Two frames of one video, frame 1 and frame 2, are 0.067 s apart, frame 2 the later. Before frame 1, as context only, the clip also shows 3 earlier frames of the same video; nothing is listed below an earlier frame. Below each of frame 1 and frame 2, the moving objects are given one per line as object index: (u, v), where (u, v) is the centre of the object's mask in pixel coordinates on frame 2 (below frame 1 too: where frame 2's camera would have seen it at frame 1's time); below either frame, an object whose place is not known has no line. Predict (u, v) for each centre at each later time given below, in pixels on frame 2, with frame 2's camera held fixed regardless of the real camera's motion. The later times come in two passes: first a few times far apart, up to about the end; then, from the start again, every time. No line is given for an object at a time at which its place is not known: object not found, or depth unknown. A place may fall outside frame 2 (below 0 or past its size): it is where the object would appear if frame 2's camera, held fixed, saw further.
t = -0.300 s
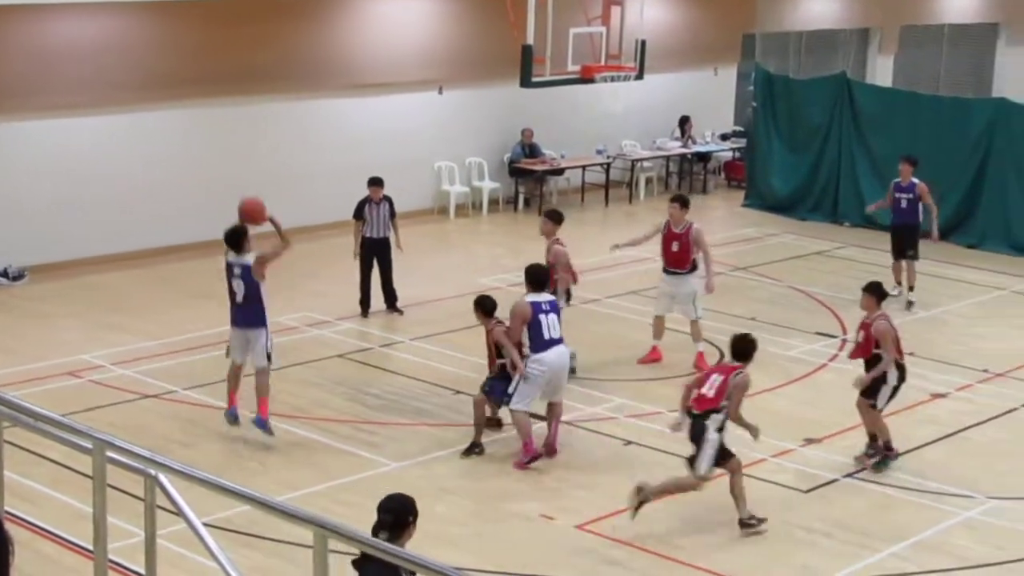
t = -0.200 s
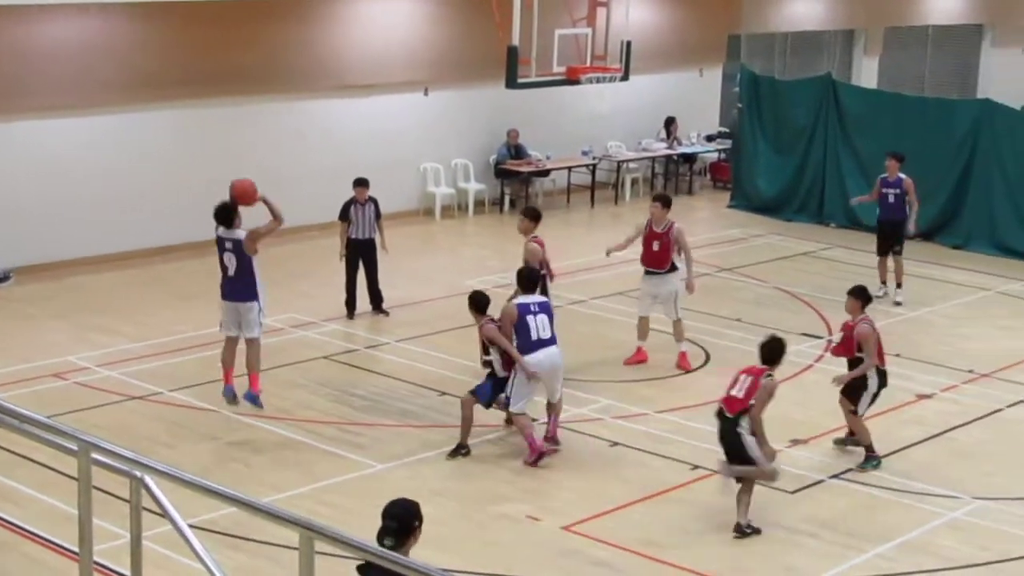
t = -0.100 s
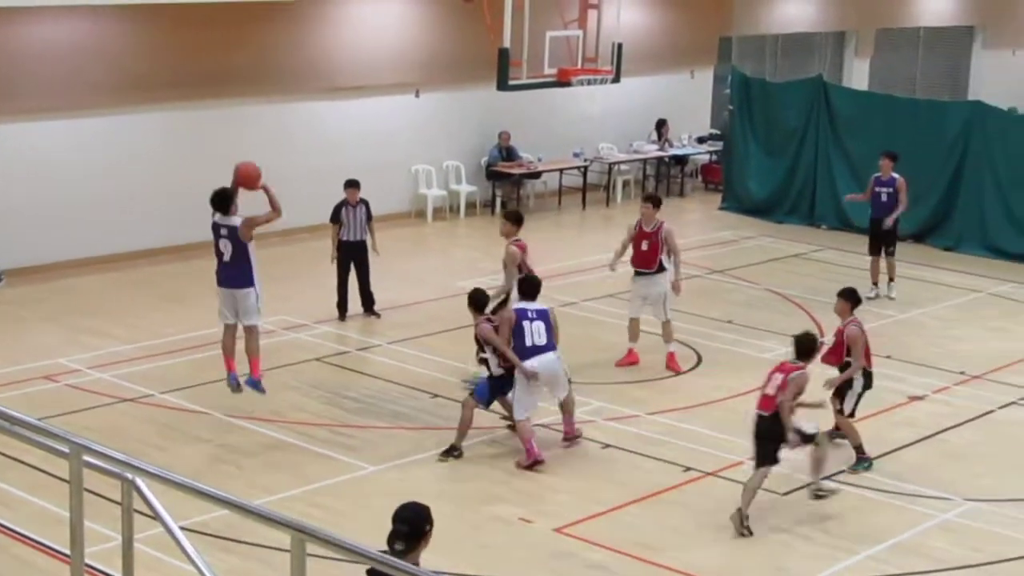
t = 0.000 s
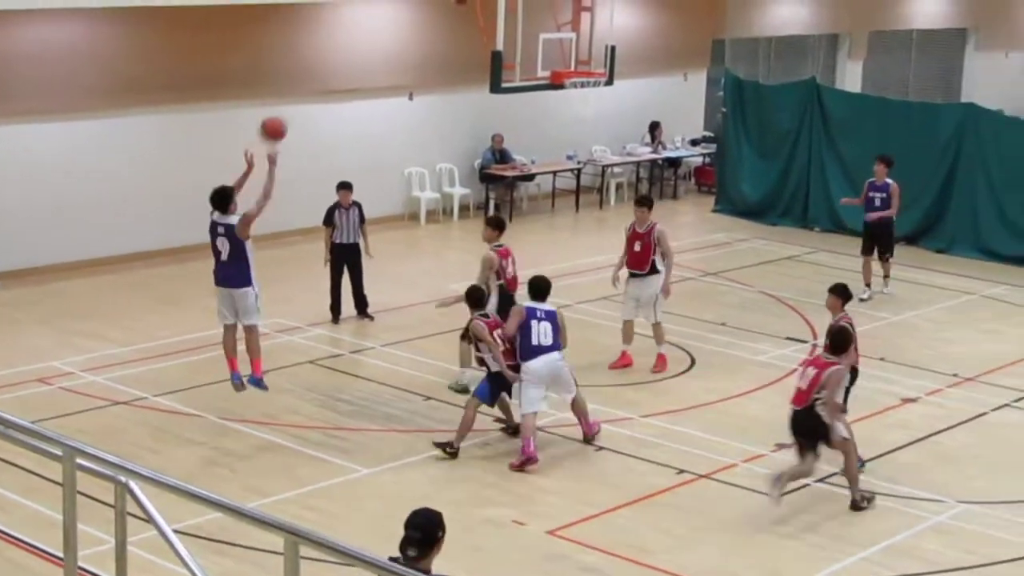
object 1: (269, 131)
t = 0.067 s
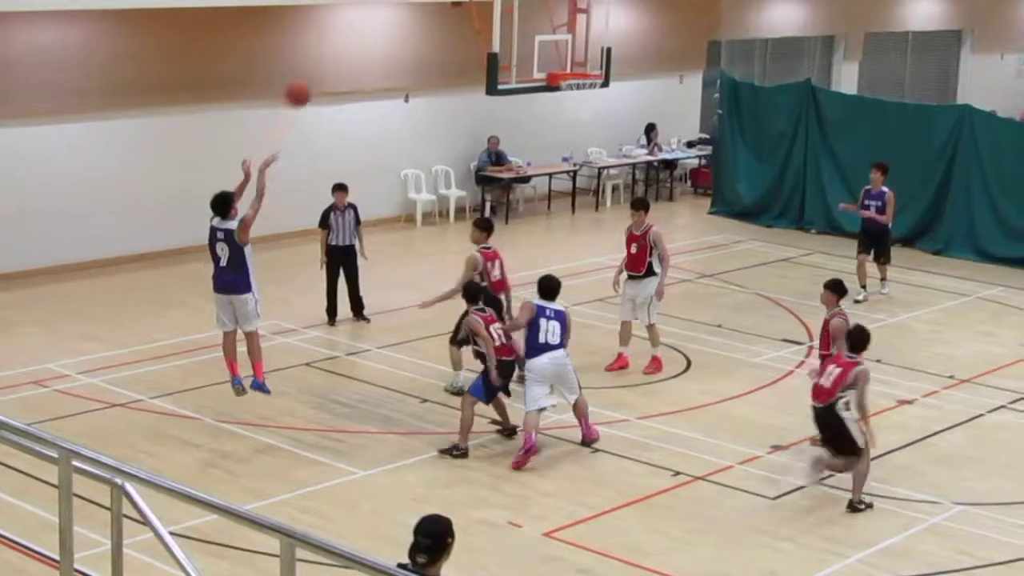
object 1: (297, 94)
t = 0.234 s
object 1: (367, 24)
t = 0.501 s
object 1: (465, -10)
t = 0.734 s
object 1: (535, 7)
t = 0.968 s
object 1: (587, 62)
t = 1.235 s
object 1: (543, 14)
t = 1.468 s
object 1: (500, 27)
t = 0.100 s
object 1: (312, 77)
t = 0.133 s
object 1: (326, 61)
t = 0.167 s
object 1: (340, 47)
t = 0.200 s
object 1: (353, 35)
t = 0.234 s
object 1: (367, 24)
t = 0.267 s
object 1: (380, 15)
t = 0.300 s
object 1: (393, 6)
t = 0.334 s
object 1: (405, 1)
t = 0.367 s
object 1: (418, -3)
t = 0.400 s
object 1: (430, -5)
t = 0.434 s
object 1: (441, -7)
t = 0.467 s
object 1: (453, -9)
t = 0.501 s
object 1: (465, -10)
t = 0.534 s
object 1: (475, -10)
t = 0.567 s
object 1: (486, -10)
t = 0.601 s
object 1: (496, -10)
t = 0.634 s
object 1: (506, -9)
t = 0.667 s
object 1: (517, -5)
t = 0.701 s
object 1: (526, 0)
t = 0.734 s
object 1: (535, 7)
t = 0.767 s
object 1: (545, 14)
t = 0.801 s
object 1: (554, 23)
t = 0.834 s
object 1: (562, 32)
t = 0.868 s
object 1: (571, 41)
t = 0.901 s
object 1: (581, 53)
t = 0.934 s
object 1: (588, 64)
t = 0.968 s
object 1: (587, 62)
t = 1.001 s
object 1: (583, 53)
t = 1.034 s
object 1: (577, 45)
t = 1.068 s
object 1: (572, 37)
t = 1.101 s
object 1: (566, 30)
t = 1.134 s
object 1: (561, 24)
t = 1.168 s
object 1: (555, 20)
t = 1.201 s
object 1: (550, 17)
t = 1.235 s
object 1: (543, 14)
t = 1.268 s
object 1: (537, 13)
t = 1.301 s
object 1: (532, 12)
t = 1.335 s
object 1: (526, 13)
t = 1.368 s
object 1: (519, 15)
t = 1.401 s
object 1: (513, 17)
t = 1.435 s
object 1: (508, 21)
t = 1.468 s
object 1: (500, 27)
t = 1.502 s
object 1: (493, 33)
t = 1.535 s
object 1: (487, 38)
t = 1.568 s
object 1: (480, 48)
